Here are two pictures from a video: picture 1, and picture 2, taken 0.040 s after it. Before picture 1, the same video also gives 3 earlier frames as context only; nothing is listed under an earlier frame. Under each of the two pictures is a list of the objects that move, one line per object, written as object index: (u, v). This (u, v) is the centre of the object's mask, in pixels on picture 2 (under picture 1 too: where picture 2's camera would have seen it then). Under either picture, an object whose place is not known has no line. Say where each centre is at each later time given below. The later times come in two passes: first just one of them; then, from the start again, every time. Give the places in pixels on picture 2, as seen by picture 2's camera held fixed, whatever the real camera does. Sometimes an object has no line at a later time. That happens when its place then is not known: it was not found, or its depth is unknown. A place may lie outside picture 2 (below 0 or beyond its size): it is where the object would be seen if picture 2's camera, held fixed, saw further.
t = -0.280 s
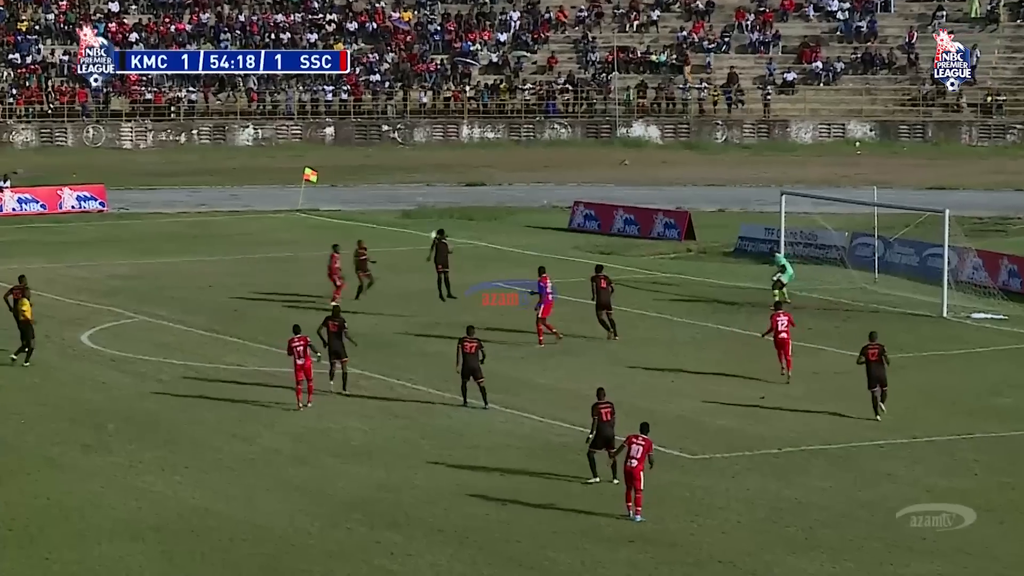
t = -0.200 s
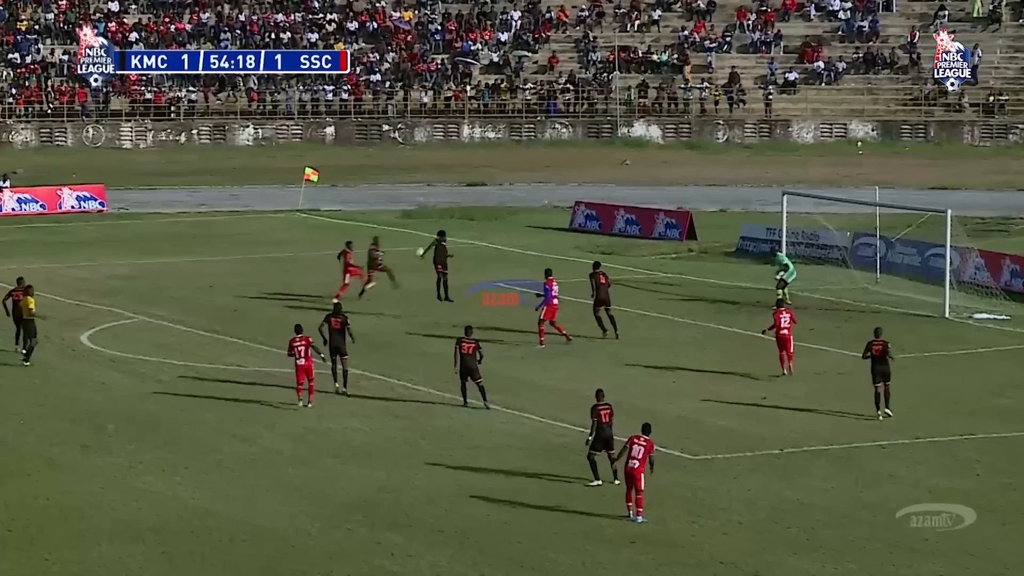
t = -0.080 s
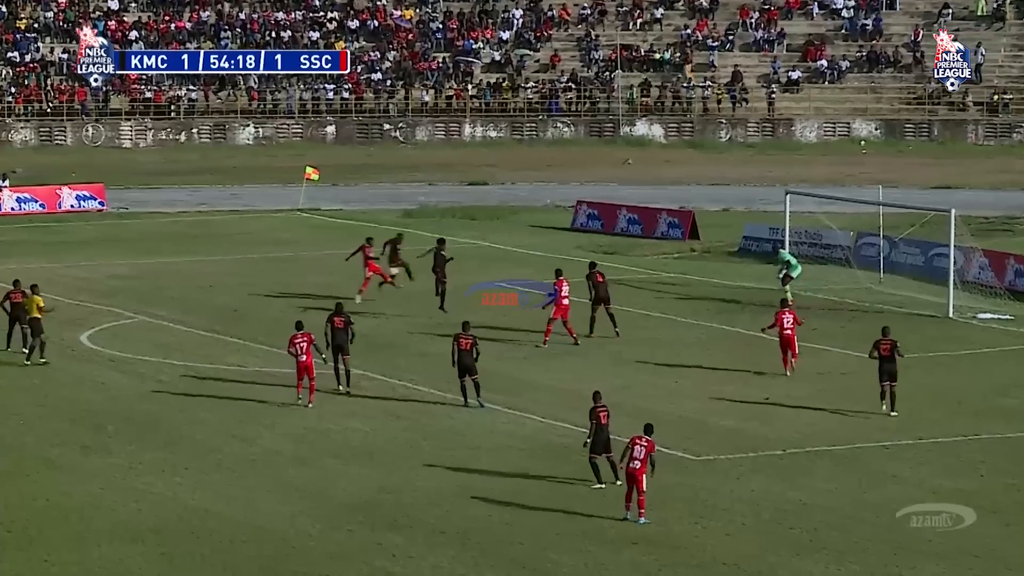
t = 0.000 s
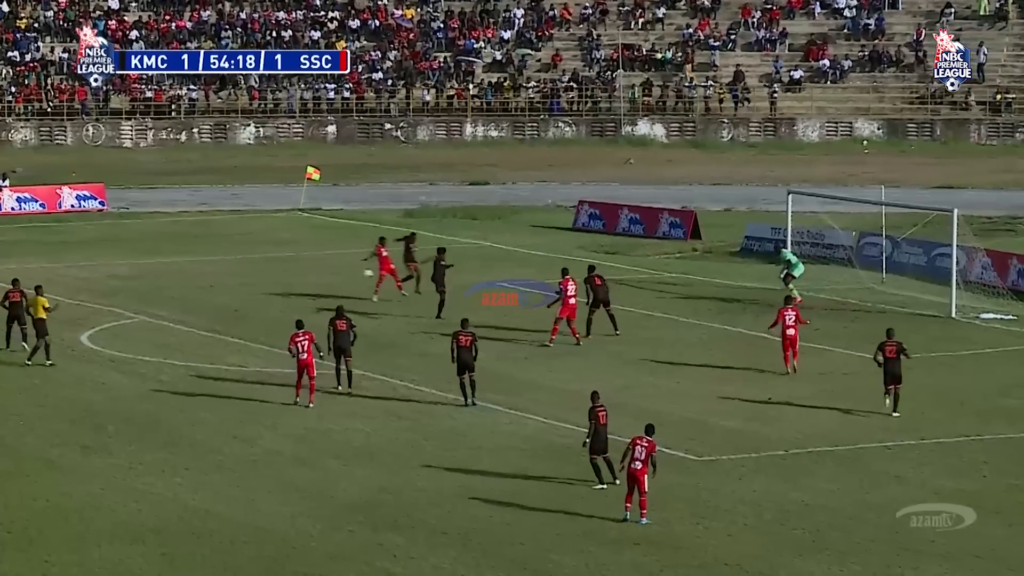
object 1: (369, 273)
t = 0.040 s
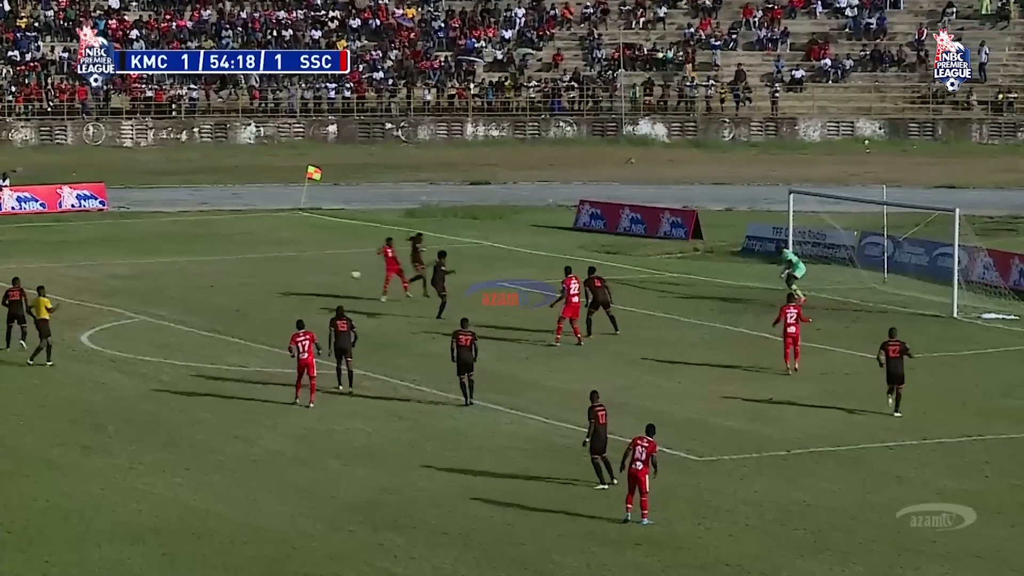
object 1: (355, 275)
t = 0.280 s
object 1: (279, 299)
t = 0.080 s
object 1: (342, 277)
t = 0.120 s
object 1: (329, 282)
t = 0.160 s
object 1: (316, 287)
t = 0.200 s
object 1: (303, 290)
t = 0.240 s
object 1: (291, 296)
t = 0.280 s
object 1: (279, 299)
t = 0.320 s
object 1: (270, 295)
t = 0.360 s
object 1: (261, 291)
